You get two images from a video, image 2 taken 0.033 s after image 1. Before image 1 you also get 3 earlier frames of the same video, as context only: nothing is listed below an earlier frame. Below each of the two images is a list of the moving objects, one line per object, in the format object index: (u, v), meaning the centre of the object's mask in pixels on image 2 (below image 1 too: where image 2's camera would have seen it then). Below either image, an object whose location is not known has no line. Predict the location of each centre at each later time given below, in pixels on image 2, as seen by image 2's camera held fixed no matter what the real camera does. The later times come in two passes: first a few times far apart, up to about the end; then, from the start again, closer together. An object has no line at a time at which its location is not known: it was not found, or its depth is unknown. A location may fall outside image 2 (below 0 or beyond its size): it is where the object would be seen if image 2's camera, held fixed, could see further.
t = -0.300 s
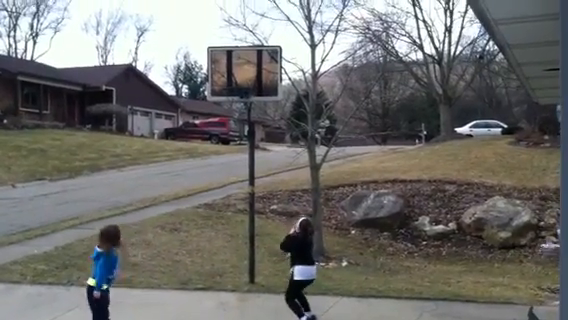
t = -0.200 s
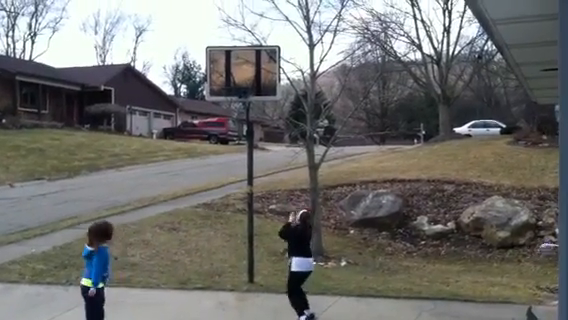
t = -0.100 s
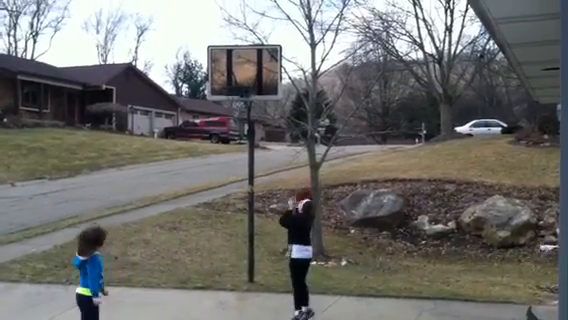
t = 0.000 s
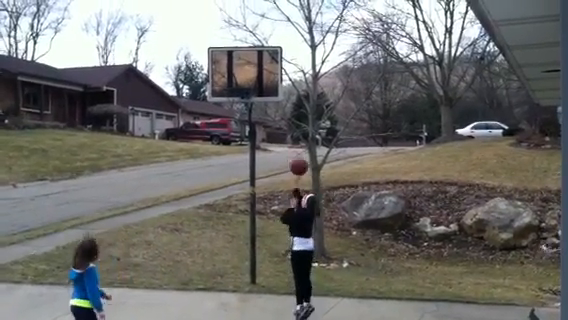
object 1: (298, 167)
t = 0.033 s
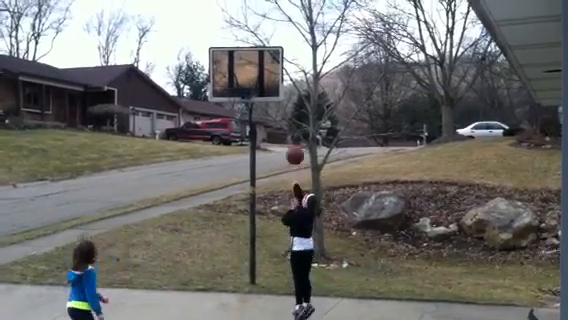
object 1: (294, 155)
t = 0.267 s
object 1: (266, 102)
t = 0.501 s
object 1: (258, 106)
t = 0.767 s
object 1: (264, 179)
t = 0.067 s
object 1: (291, 144)
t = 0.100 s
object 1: (286, 135)
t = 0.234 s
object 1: (270, 108)
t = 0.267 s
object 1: (266, 102)
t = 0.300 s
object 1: (262, 97)
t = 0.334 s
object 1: (258, 93)
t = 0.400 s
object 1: (255, 94)
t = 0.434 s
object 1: (255, 98)
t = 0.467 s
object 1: (256, 102)
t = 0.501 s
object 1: (258, 106)
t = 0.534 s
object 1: (259, 113)
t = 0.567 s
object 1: (259, 118)
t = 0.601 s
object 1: (260, 126)
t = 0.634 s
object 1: (262, 134)
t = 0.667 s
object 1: (262, 145)
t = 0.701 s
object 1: (263, 156)
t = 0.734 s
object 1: (264, 167)
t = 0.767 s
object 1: (264, 179)
